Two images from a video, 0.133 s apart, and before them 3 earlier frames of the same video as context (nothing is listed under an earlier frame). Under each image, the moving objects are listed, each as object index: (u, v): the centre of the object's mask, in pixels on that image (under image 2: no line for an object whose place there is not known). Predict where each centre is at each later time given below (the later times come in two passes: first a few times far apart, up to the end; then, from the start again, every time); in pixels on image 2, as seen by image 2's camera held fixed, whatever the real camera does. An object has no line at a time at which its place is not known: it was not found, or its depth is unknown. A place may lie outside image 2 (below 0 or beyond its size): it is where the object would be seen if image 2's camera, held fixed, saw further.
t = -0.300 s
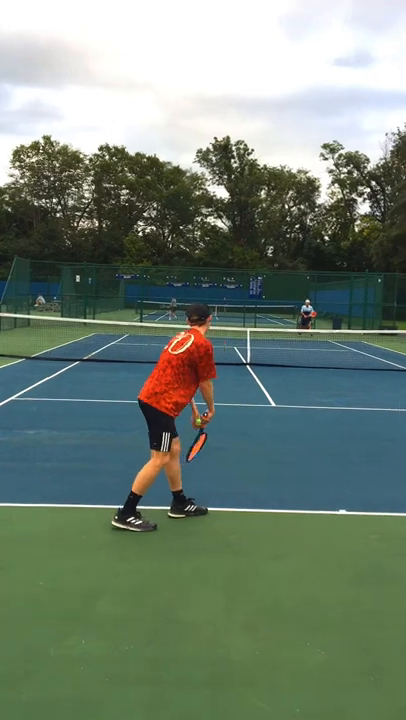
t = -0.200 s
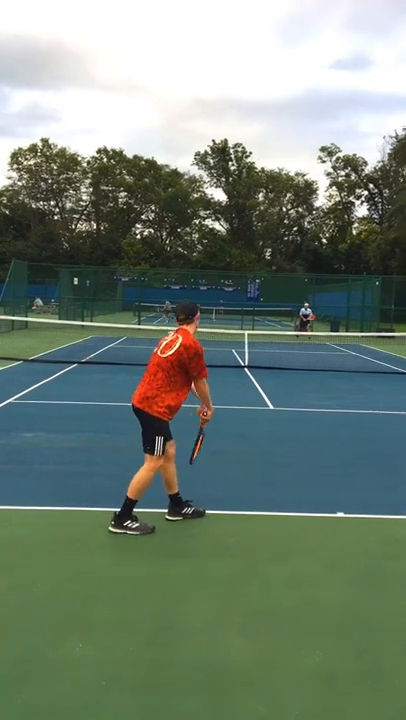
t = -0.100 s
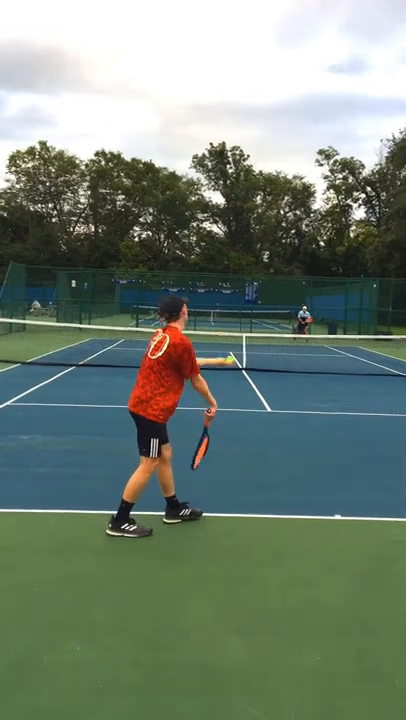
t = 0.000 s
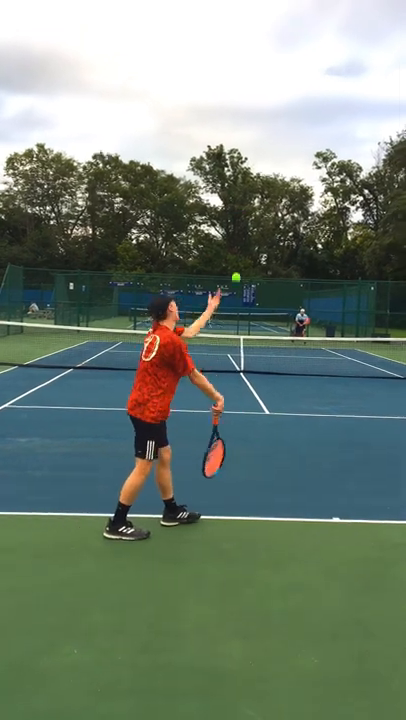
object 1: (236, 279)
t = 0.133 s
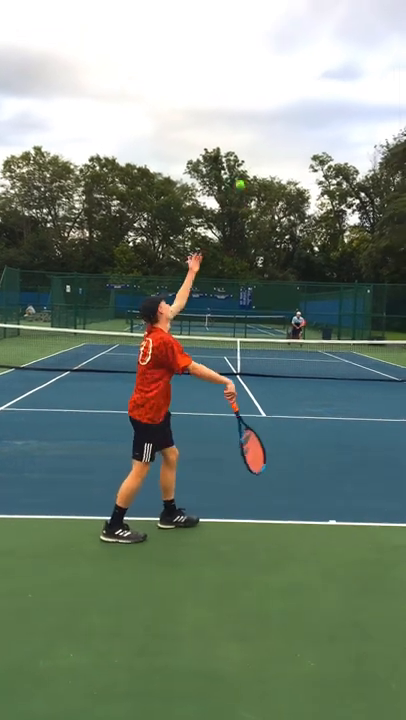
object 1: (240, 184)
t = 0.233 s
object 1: (245, 128)
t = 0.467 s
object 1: (255, 48)
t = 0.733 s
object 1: (264, 43)
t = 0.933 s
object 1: (267, 97)
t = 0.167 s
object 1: (241, 164)
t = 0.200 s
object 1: (243, 146)
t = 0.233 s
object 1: (245, 128)
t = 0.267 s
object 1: (247, 113)
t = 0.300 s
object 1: (248, 98)
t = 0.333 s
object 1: (250, 85)
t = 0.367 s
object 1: (251, 73)
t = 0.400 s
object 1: (253, 64)
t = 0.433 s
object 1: (254, 55)
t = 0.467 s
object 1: (255, 48)
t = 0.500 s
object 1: (257, 42)
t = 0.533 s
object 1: (258, 38)
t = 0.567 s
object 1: (259, 35)
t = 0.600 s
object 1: (260, 34)
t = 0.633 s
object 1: (262, 34)
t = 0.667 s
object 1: (262, 36)
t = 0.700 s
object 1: (263, 39)
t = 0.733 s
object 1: (264, 43)
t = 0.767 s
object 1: (265, 49)
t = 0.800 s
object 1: (265, 56)
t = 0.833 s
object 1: (266, 64)
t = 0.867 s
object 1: (267, 73)
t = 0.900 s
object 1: (267, 85)
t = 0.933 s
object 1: (267, 97)
